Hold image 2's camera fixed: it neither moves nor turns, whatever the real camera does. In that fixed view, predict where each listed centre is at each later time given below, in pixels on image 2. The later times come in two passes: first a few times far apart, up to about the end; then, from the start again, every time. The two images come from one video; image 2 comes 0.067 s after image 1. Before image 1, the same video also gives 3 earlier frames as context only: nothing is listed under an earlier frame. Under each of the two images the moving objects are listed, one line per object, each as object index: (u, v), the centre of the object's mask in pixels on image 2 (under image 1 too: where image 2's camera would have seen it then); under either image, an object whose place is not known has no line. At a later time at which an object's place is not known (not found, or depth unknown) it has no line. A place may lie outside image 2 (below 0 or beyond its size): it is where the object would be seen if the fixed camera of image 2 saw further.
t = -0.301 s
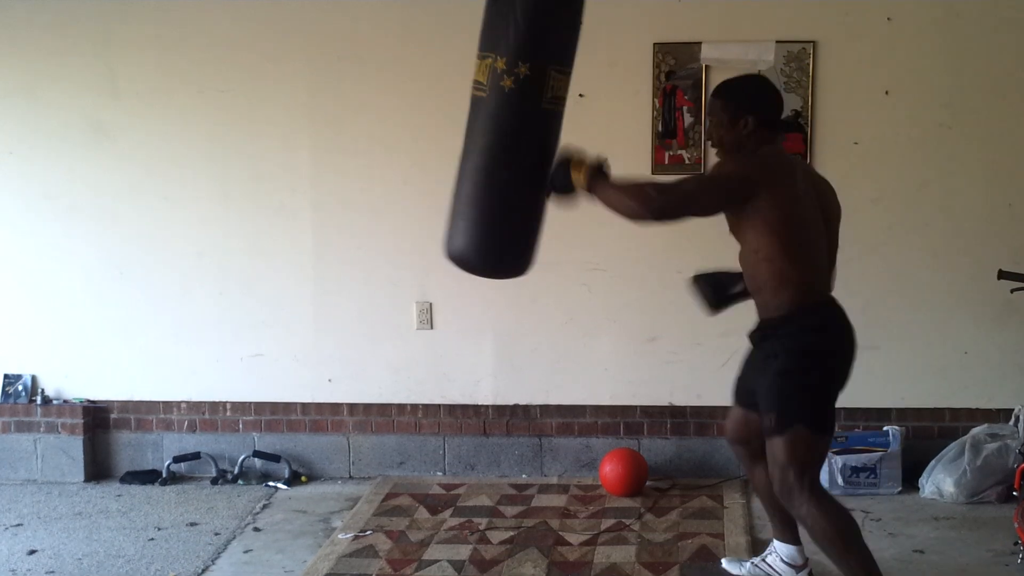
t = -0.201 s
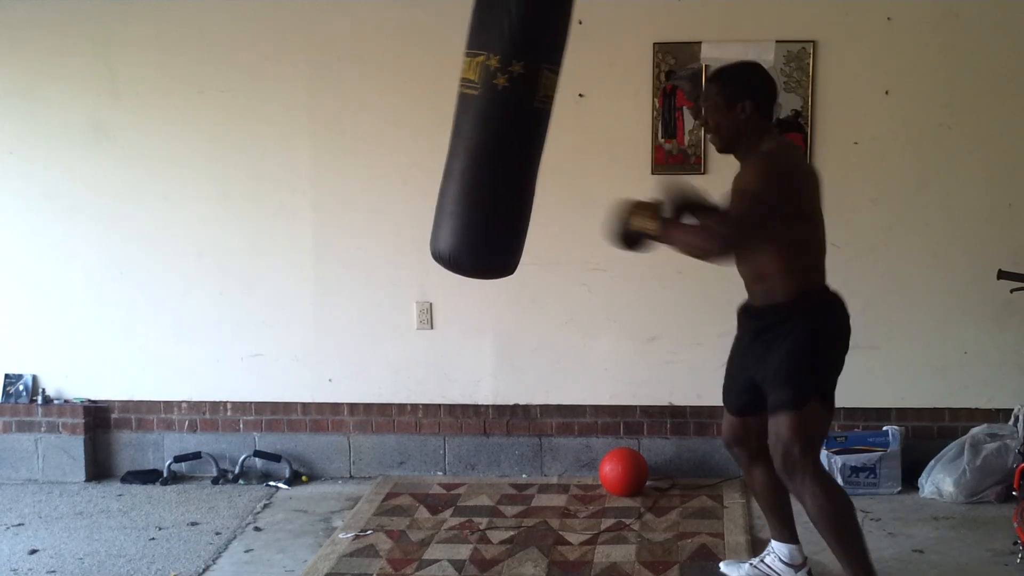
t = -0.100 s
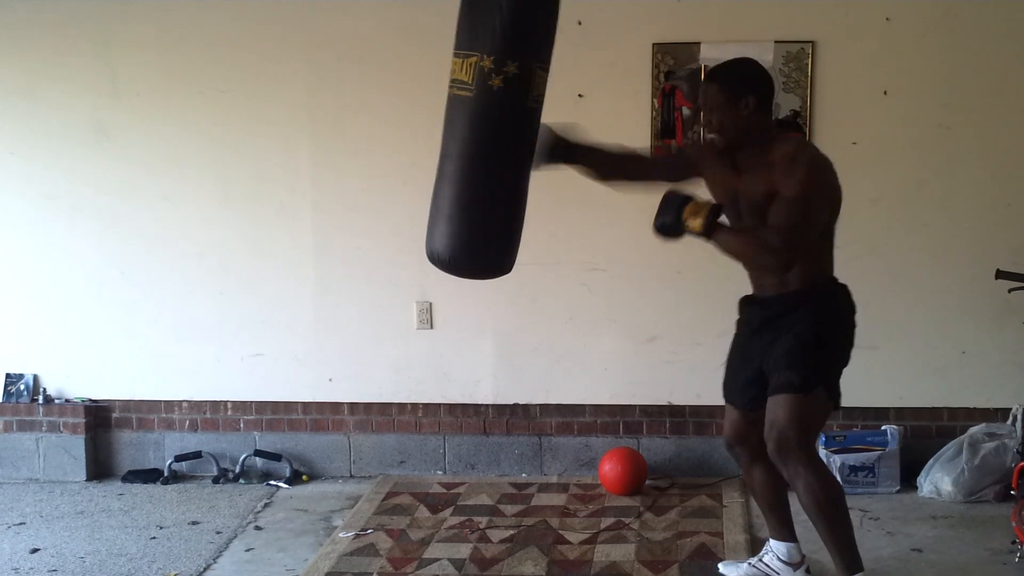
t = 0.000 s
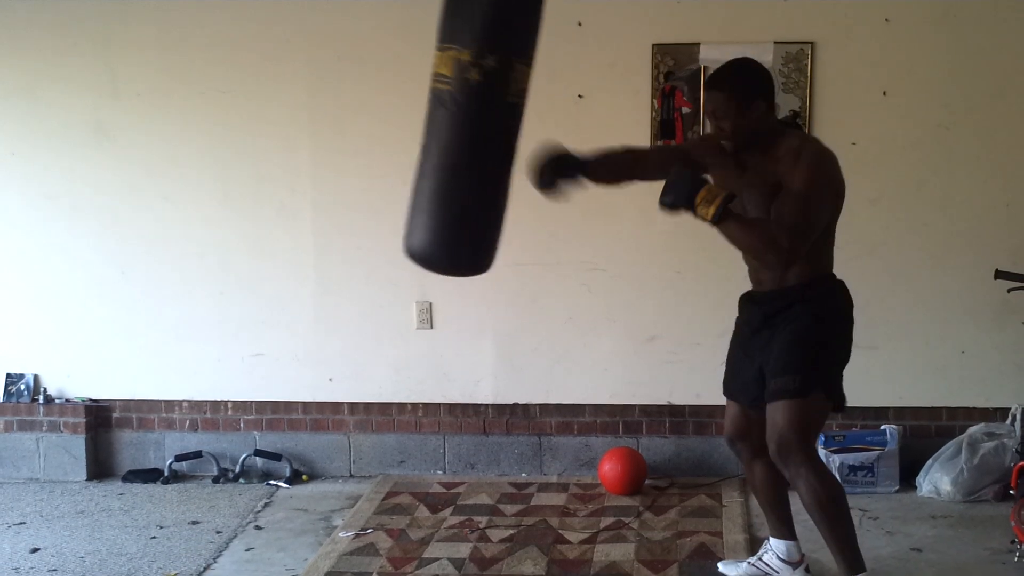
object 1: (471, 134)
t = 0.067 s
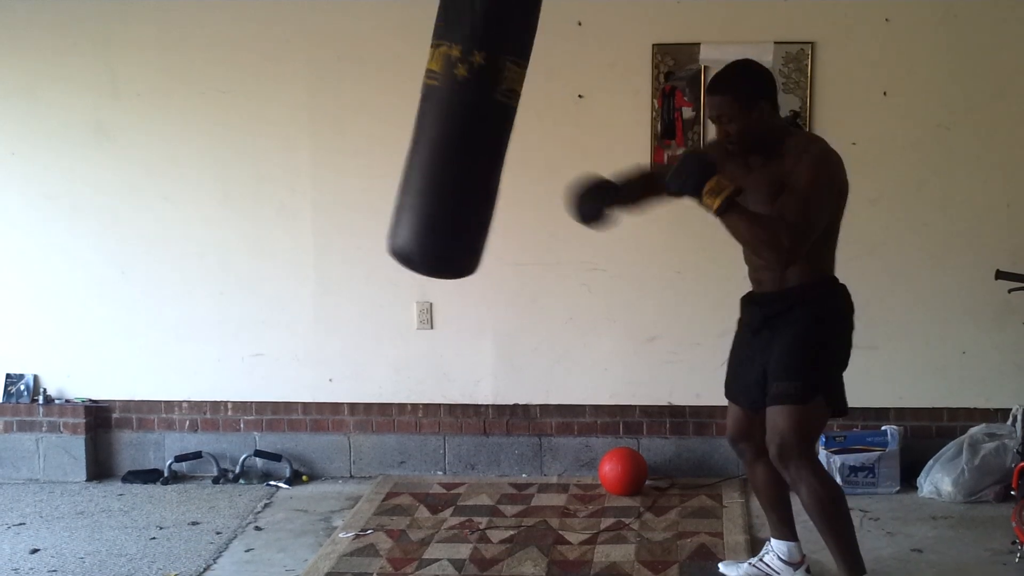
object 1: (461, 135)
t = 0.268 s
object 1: (456, 138)
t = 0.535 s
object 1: (500, 145)
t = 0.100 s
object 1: (458, 135)
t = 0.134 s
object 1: (457, 136)
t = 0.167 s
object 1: (455, 135)
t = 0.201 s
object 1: (455, 134)
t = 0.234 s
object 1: (454, 136)
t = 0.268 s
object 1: (456, 138)
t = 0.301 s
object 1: (456, 137)
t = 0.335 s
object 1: (460, 137)
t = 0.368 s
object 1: (464, 139)
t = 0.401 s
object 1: (469, 141)
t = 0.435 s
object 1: (476, 142)
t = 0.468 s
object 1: (482, 142)
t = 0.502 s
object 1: (492, 145)
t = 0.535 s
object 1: (500, 145)
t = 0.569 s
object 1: (510, 144)
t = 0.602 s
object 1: (520, 146)
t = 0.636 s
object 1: (530, 149)
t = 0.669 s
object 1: (541, 149)
